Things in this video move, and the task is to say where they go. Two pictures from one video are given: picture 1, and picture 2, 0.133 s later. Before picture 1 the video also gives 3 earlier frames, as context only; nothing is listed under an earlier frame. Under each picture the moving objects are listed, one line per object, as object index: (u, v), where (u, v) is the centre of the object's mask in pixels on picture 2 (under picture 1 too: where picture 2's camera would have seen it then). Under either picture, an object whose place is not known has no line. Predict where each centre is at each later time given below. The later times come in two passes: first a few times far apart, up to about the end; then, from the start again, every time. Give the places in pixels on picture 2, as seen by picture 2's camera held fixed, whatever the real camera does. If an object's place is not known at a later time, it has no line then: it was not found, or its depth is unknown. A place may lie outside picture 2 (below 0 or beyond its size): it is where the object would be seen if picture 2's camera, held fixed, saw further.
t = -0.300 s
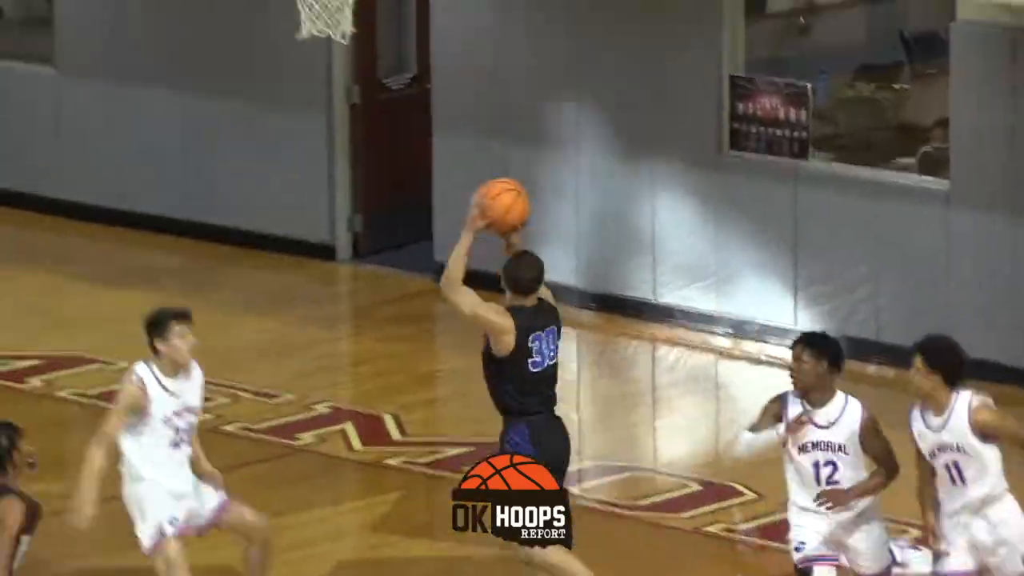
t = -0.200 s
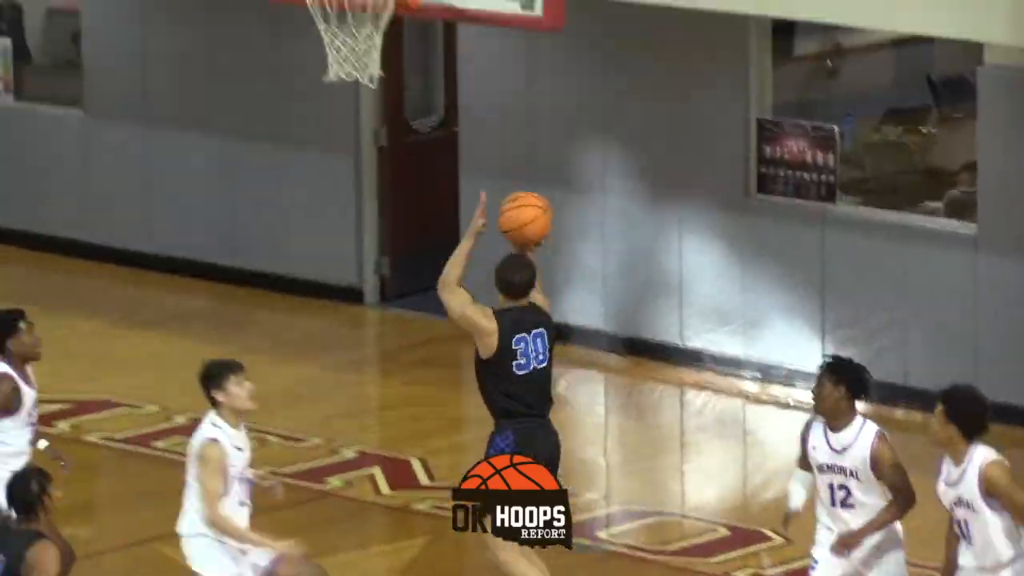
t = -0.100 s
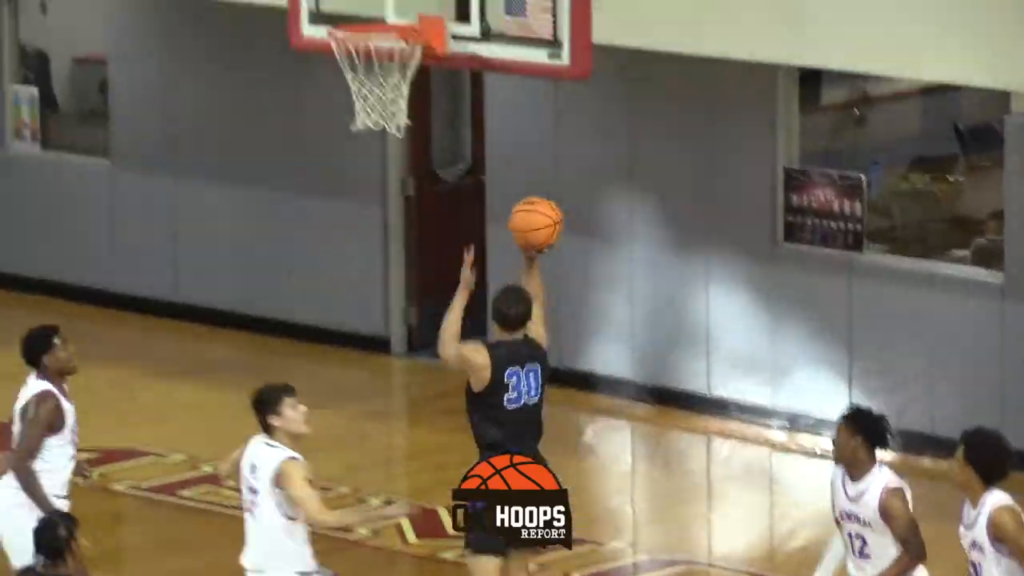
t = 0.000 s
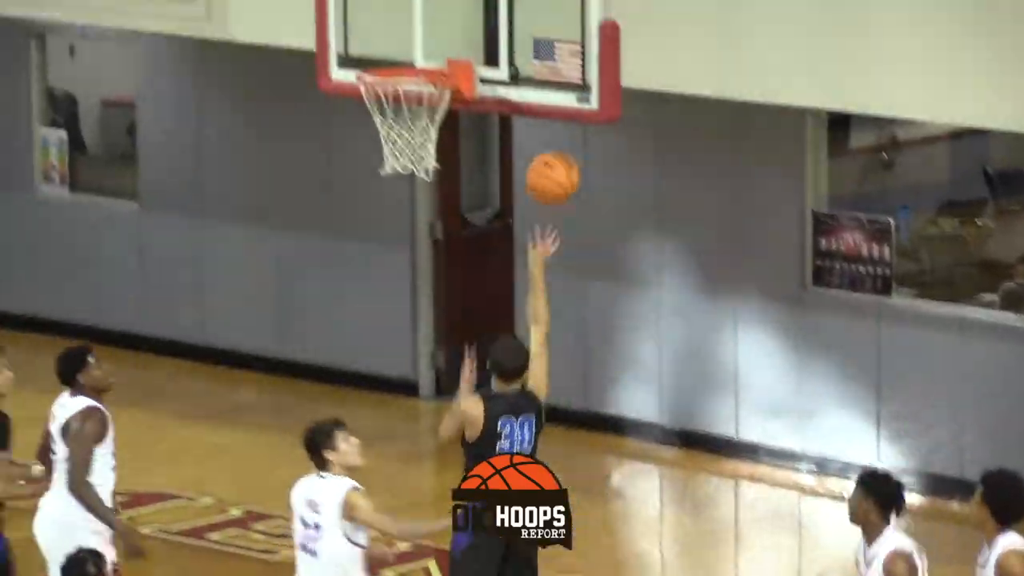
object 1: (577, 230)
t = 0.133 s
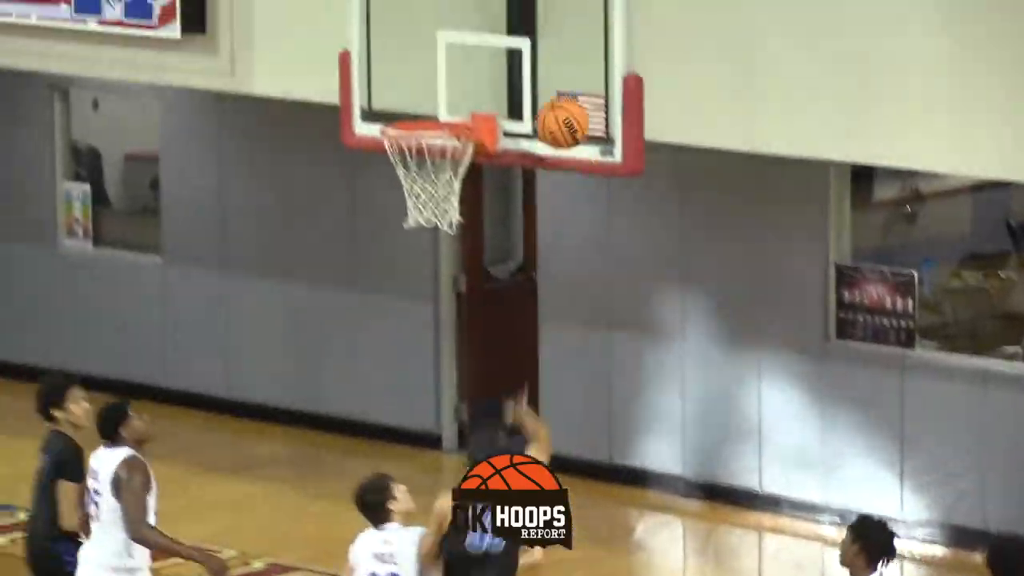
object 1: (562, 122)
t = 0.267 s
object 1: (548, 55)
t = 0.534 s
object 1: (523, 36)
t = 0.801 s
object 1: (408, 158)
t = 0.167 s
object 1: (558, 102)
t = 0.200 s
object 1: (555, 84)
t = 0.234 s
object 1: (552, 68)
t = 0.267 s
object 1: (548, 55)
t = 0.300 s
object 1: (545, 44)
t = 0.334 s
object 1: (541, 36)
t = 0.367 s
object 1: (538, 30)
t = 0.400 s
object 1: (535, 26)
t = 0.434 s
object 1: (532, 25)
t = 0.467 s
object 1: (529, 26)
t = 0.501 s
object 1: (526, 30)
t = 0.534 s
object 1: (523, 36)
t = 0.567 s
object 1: (513, 44)
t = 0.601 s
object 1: (496, 55)
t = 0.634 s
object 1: (478, 69)
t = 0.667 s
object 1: (462, 84)
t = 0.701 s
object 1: (445, 103)
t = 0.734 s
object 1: (428, 118)
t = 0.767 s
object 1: (415, 140)
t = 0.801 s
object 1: (408, 158)
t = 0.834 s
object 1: (408, 169)
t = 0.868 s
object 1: (405, 185)
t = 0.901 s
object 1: (404, 194)
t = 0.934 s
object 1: (405, 205)
